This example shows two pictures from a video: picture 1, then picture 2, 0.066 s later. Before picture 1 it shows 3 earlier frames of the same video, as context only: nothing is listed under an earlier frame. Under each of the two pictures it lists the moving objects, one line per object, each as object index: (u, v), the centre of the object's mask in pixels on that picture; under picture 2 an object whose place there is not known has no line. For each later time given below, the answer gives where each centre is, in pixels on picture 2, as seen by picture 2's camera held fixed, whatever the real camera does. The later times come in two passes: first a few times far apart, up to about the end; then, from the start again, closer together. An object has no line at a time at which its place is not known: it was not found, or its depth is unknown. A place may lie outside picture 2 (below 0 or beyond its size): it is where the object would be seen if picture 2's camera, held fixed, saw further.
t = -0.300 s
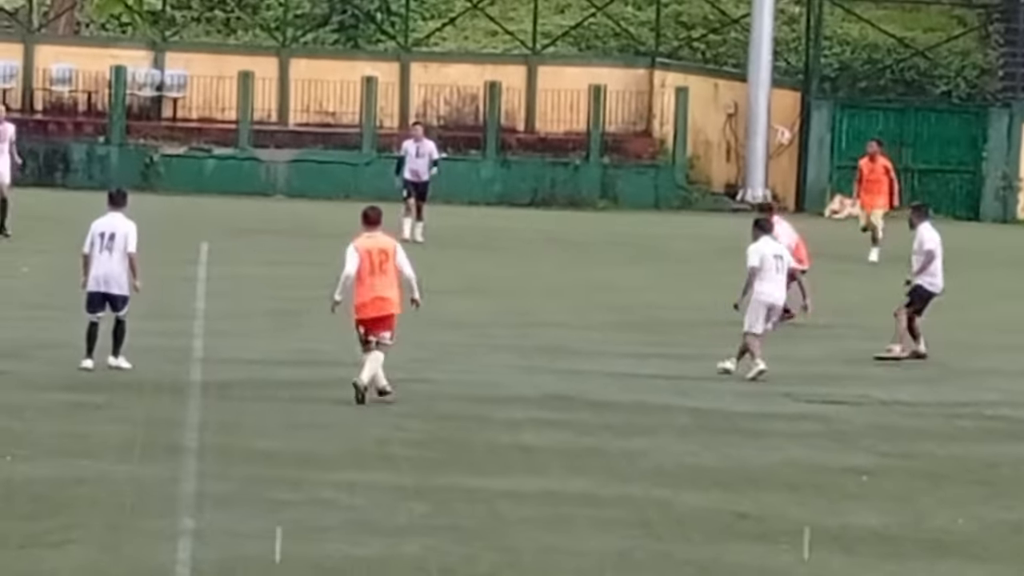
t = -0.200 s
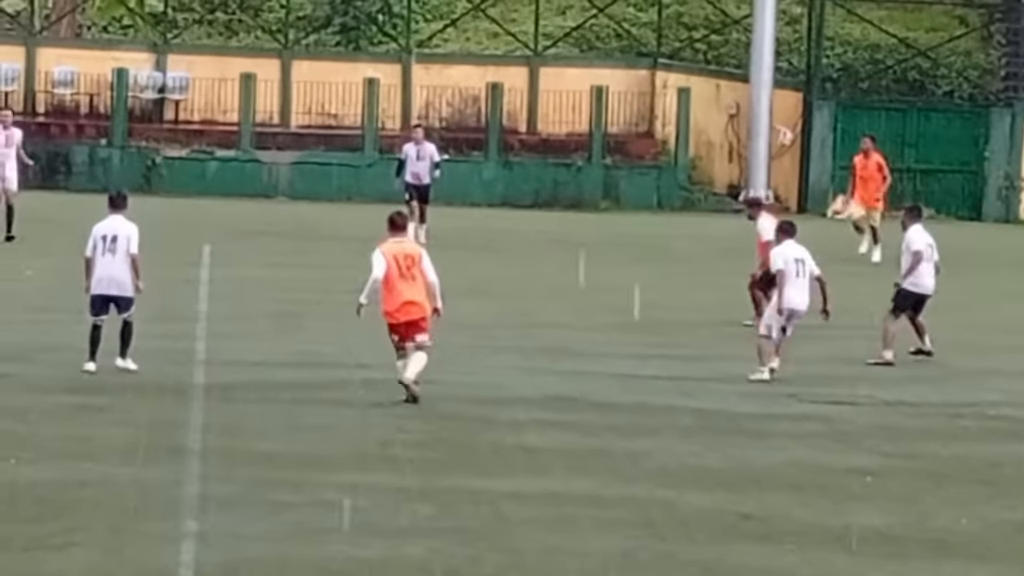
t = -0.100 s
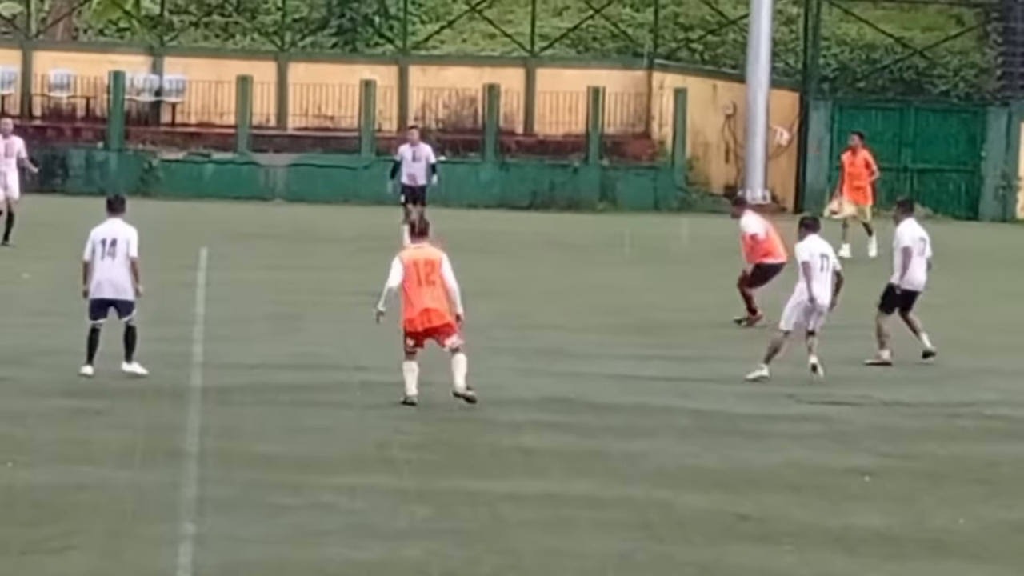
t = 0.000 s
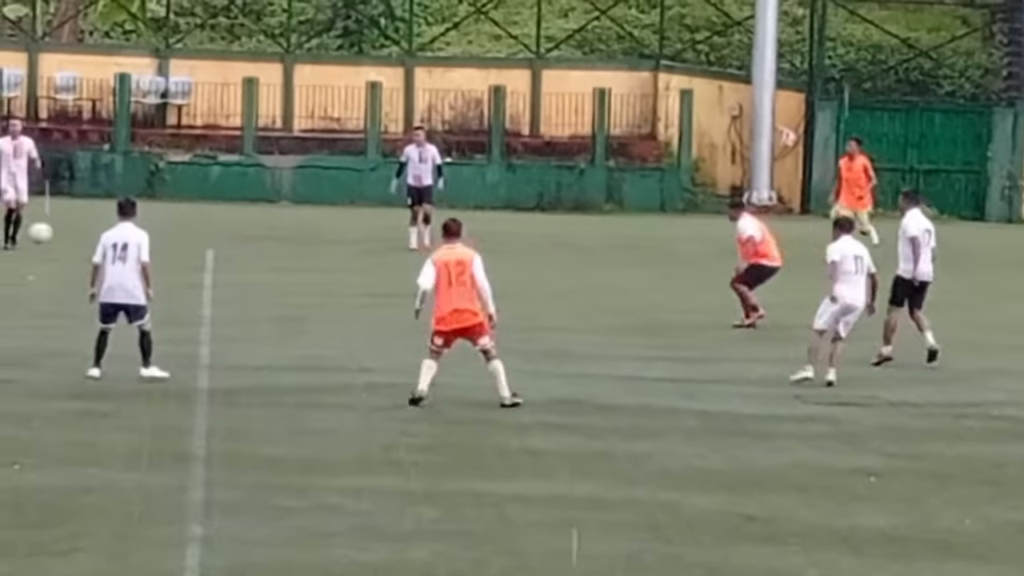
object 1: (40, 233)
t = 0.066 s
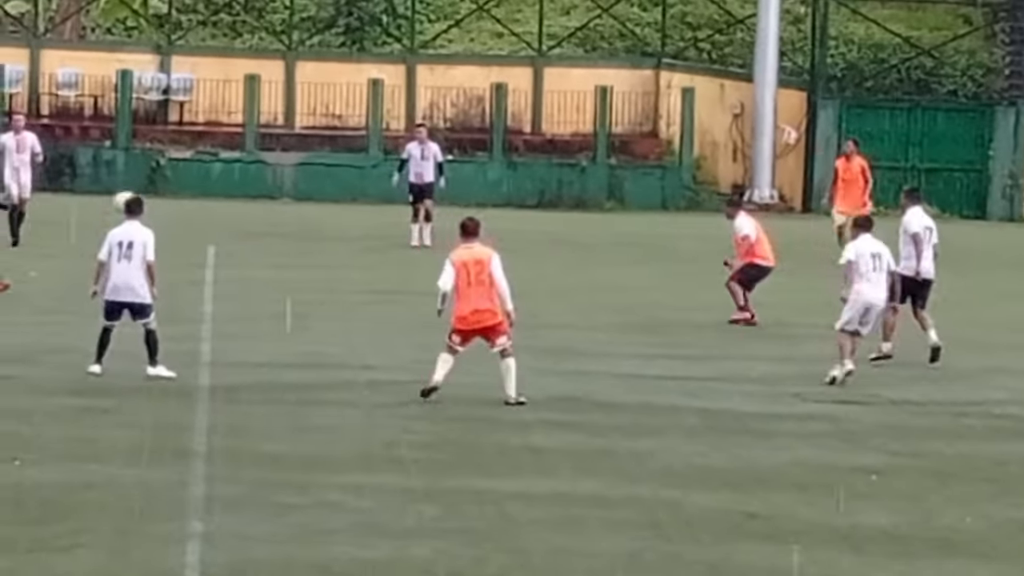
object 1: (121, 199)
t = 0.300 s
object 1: (417, 128)
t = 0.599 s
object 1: (801, 88)
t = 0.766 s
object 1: (1022, 96)
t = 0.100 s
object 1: (166, 188)
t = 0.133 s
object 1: (207, 176)
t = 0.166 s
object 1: (249, 165)
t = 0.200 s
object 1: (290, 155)
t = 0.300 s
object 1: (417, 128)
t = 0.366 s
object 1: (500, 113)
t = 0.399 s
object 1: (543, 107)
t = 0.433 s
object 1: (586, 102)
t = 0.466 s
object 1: (629, 98)
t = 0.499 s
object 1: (671, 94)
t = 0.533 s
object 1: (713, 91)
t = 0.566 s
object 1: (758, 89)
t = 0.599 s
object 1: (801, 88)
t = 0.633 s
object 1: (845, 88)
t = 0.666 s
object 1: (889, 89)
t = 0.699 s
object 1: (934, 90)
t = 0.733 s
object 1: (978, 93)
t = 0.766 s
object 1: (1022, 96)
